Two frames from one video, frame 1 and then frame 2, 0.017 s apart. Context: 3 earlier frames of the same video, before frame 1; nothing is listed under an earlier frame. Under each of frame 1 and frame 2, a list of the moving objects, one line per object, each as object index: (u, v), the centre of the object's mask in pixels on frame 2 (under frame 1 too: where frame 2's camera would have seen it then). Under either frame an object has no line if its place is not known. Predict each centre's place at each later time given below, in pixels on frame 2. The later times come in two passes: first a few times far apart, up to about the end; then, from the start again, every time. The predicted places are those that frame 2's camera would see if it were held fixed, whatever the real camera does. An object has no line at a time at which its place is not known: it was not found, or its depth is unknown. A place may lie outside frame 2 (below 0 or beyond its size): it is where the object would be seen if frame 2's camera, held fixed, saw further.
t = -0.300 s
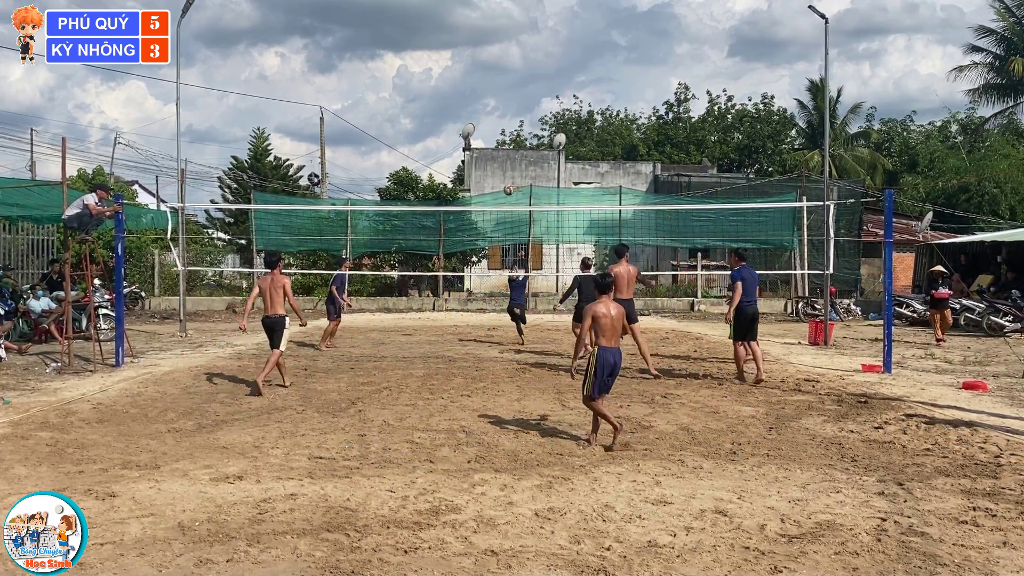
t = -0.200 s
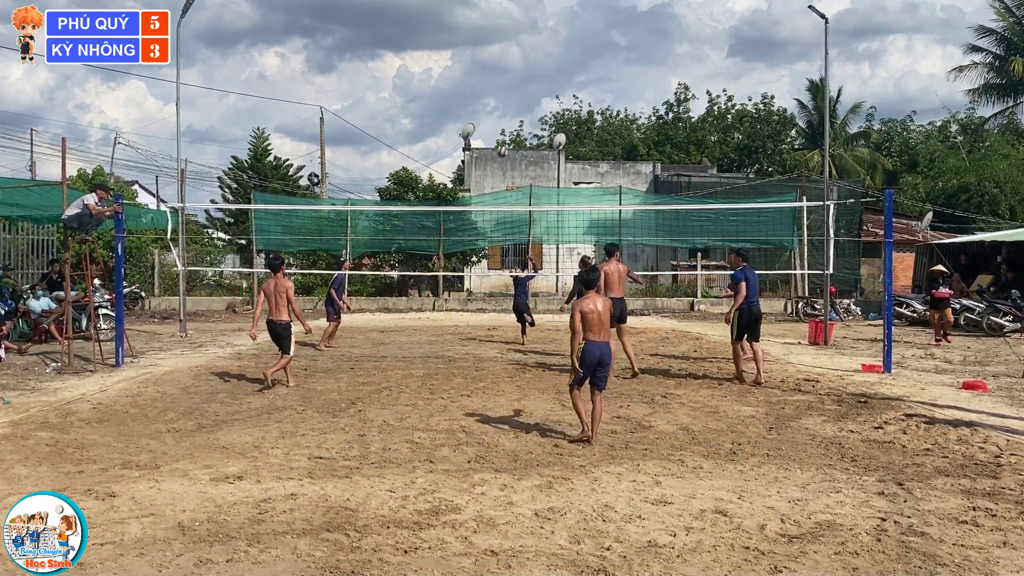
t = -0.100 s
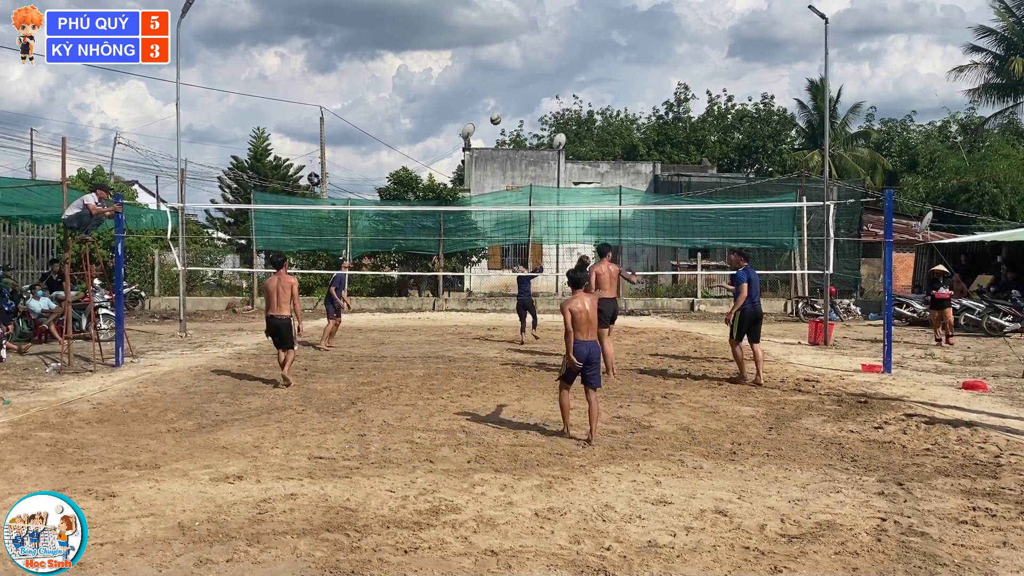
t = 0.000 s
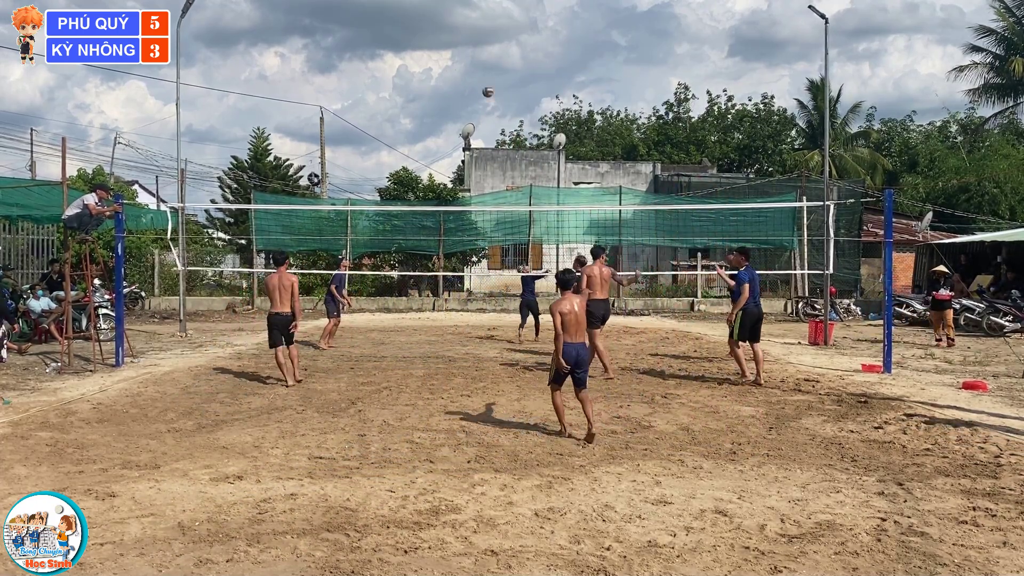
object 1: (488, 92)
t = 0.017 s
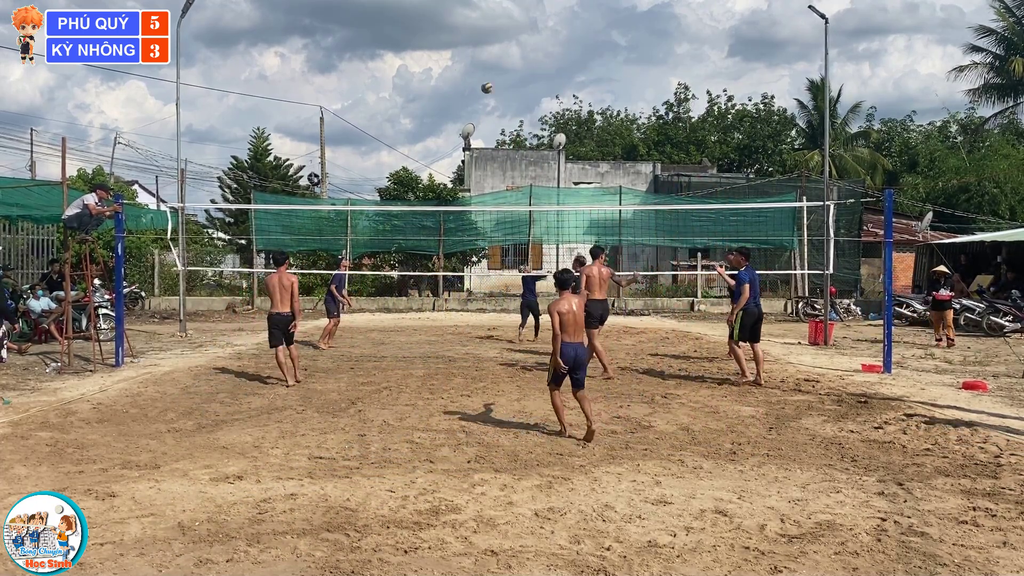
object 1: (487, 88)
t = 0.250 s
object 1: (468, 46)
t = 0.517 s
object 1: (447, 33)
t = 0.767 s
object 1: (426, 55)
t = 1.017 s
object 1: (407, 108)
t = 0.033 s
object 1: (485, 84)
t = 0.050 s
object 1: (484, 80)
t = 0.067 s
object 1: (483, 77)
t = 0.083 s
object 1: (482, 73)
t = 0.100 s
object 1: (480, 70)
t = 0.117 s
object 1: (479, 67)
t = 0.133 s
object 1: (478, 64)
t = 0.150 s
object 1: (476, 61)
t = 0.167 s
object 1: (475, 58)
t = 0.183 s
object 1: (474, 55)
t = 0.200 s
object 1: (472, 52)
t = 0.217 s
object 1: (471, 50)
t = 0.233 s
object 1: (469, 48)
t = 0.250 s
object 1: (468, 46)
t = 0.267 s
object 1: (467, 44)
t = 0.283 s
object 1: (465, 42)
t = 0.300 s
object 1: (464, 41)
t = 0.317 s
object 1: (463, 39)
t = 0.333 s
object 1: (462, 38)
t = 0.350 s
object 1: (460, 37)
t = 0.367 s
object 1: (459, 36)
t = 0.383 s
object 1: (458, 35)
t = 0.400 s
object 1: (457, 34)
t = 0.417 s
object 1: (455, 33)
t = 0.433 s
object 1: (454, 33)
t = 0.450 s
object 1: (452, 32)
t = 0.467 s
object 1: (451, 32)
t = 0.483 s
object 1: (450, 32)
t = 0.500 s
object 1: (448, 33)
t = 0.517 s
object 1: (447, 33)
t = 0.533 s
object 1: (445, 33)
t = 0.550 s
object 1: (444, 34)
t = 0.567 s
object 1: (443, 35)
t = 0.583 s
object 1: (441, 36)
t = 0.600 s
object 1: (440, 37)
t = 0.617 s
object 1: (439, 38)
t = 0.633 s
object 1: (437, 39)
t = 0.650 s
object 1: (436, 41)
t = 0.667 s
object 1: (435, 42)
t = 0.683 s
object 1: (433, 44)
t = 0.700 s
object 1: (432, 46)
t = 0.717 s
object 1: (430, 47)
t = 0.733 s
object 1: (429, 50)
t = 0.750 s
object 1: (428, 52)
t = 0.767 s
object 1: (426, 55)
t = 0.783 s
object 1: (425, 57)
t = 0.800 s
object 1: (423, 61)
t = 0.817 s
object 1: (422, 63)
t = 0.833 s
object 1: (421, 66)
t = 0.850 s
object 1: (419, 70)
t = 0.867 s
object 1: (418, 73)
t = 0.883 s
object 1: (417, 76)
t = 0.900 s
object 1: (416, 79)
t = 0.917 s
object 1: (414, 83)
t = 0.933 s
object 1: (413, 87)
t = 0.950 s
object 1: (412, 91)
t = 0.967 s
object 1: (410, 95)
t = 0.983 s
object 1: (409, 99)
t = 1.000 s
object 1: (408, 104)
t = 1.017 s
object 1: (407, 108)
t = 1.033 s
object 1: (405, 113)
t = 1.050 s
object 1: (404, 118)
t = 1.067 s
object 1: (402, 123)
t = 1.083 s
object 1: (402, 128)
